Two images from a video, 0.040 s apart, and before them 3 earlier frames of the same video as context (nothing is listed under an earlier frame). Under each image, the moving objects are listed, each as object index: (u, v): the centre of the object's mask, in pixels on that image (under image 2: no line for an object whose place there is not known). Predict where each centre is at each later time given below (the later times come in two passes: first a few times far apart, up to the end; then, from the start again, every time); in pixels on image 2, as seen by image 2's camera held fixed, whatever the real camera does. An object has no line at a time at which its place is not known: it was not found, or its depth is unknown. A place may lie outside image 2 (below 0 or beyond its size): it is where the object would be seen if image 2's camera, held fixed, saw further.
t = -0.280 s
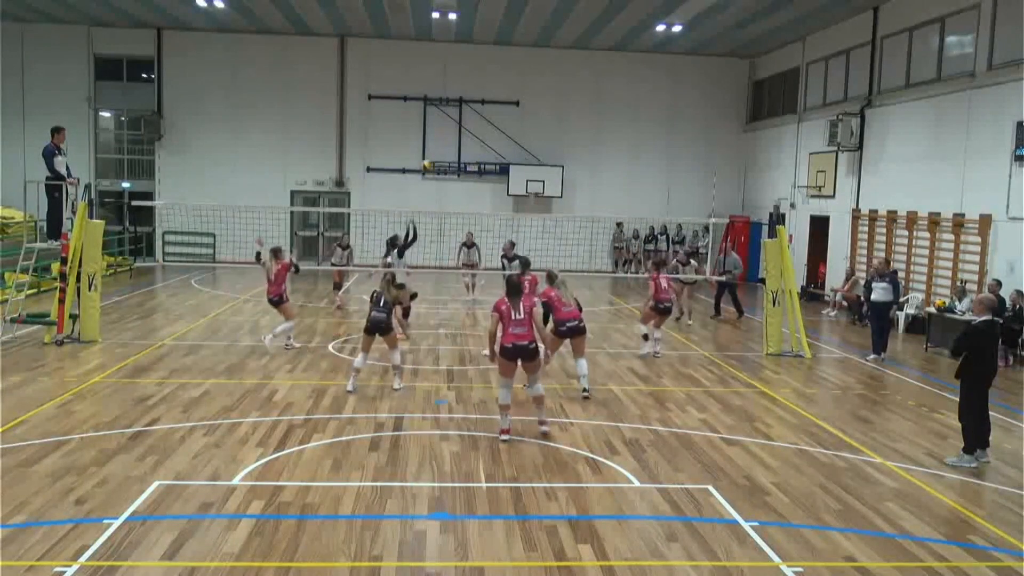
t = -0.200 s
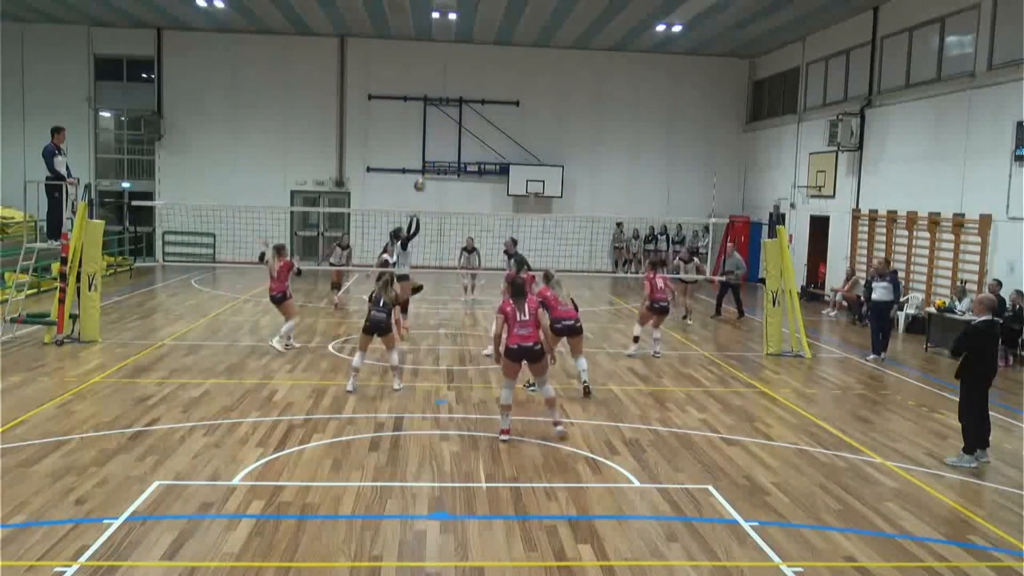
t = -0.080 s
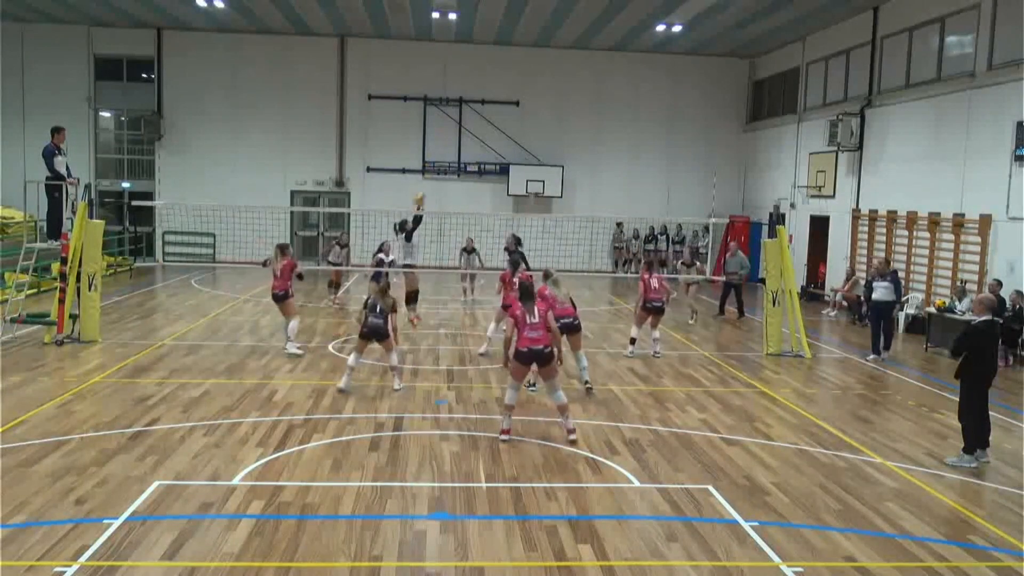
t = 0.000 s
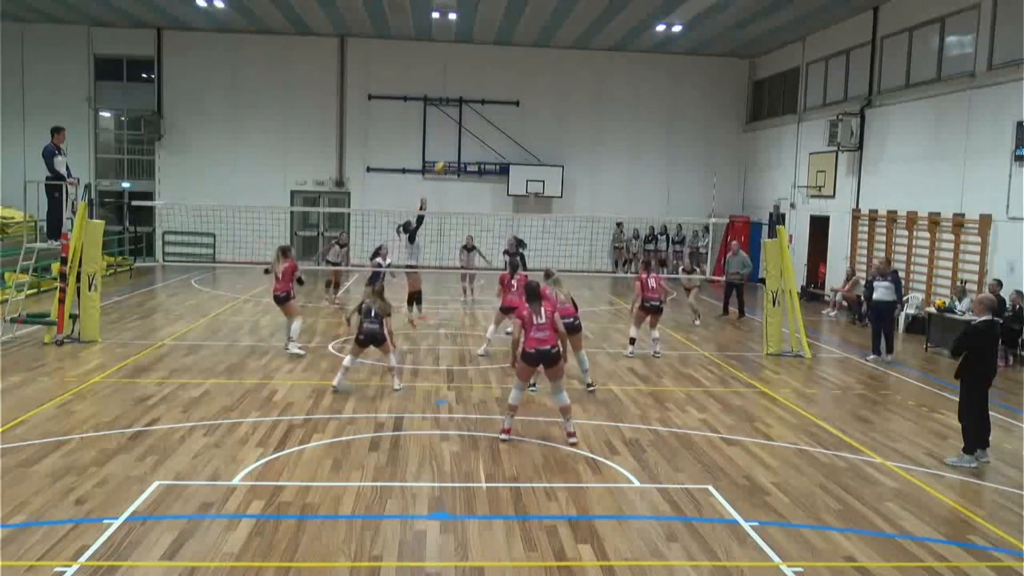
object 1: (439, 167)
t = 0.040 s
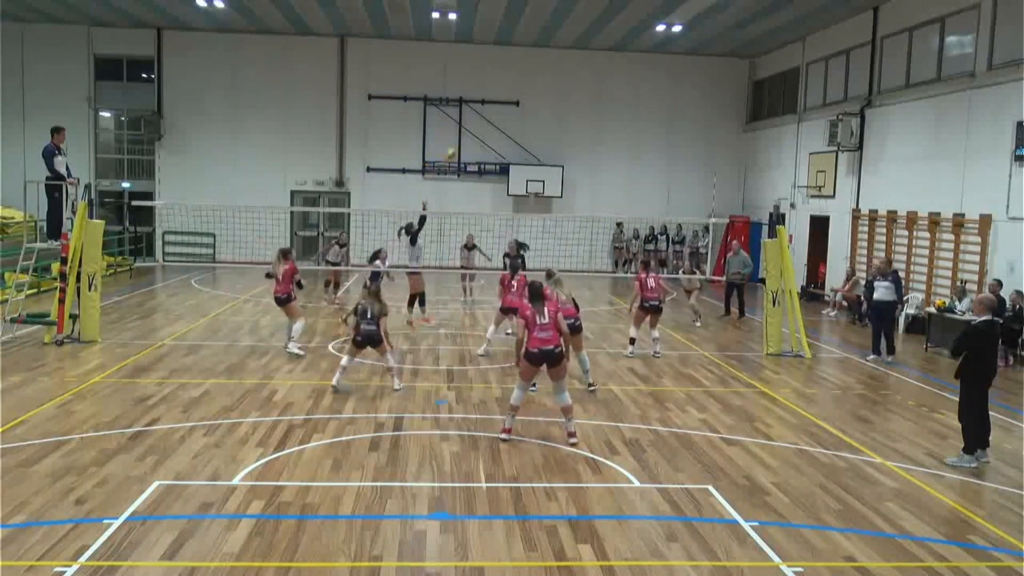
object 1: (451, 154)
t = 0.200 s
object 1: (490, 109)
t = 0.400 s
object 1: (537, 77)
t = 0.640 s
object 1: (588, 69)
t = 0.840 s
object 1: (631, 88)
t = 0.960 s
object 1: (654, 109)
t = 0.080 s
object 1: (460, 141)
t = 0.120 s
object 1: (470, 129)
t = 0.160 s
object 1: (480, 118)
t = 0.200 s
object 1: (490, 109)
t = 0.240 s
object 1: (499, 99)
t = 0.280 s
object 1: (509, 93)
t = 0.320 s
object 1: (518, 87)
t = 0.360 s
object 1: (528, 82)
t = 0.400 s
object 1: (537, 77)
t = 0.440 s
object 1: (545, 73)
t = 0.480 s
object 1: (555, 70)
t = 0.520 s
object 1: (563, 69)
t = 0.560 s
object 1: (571, 68)
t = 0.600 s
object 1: (581, 69)
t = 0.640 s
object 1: (588, 69)
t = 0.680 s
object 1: (597, 71)
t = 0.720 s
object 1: (606, 74)
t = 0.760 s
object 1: (614, 78)
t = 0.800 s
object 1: (623, 82)
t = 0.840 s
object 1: (631, 88)
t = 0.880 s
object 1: (639, 94)
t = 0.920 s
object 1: (647, 102)
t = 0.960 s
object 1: (654, 109)
